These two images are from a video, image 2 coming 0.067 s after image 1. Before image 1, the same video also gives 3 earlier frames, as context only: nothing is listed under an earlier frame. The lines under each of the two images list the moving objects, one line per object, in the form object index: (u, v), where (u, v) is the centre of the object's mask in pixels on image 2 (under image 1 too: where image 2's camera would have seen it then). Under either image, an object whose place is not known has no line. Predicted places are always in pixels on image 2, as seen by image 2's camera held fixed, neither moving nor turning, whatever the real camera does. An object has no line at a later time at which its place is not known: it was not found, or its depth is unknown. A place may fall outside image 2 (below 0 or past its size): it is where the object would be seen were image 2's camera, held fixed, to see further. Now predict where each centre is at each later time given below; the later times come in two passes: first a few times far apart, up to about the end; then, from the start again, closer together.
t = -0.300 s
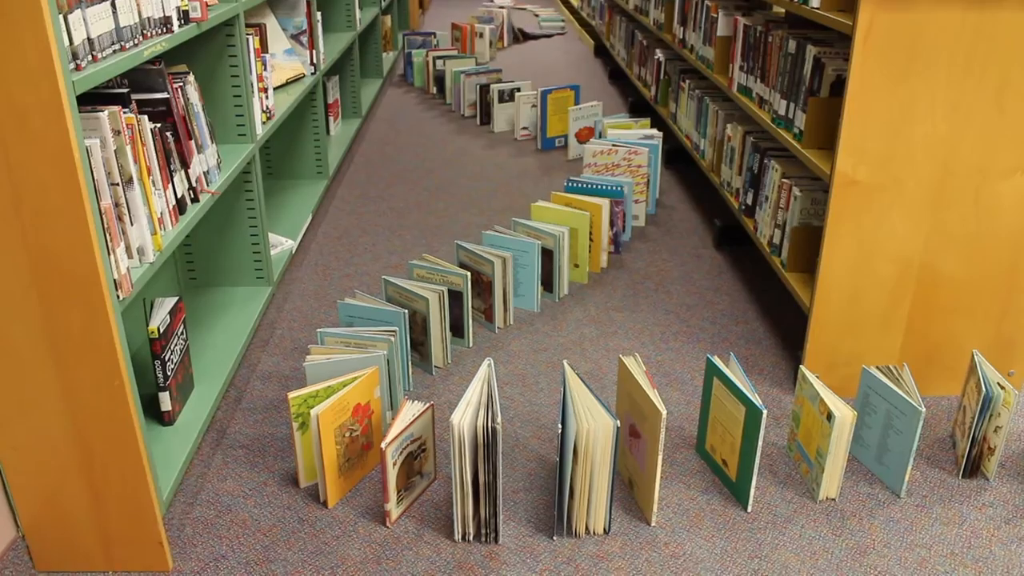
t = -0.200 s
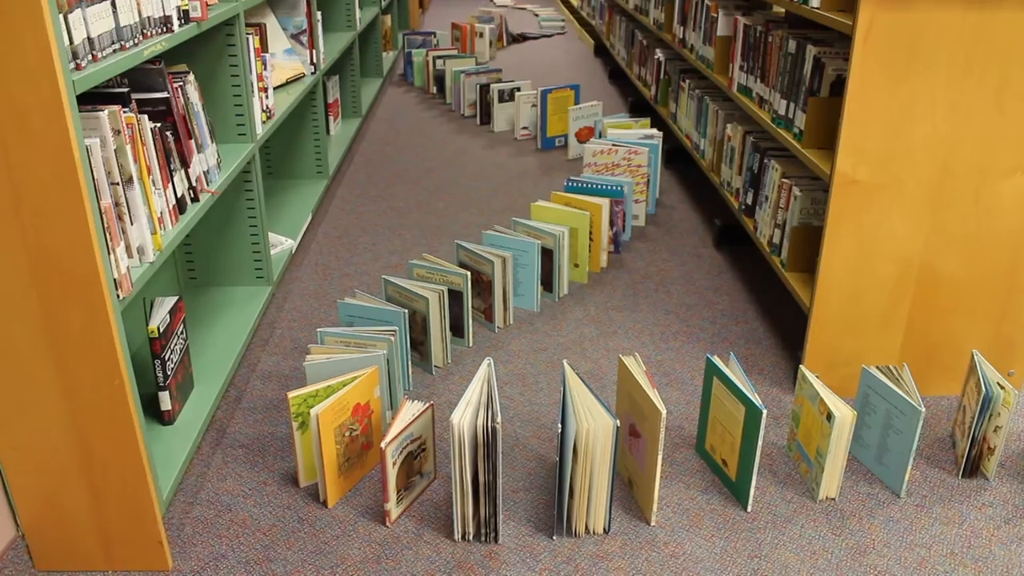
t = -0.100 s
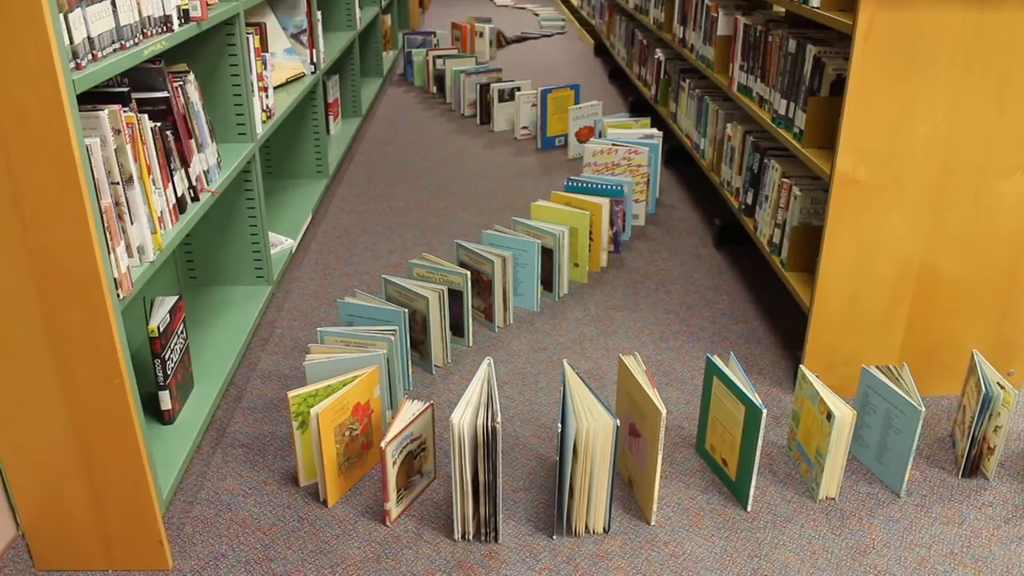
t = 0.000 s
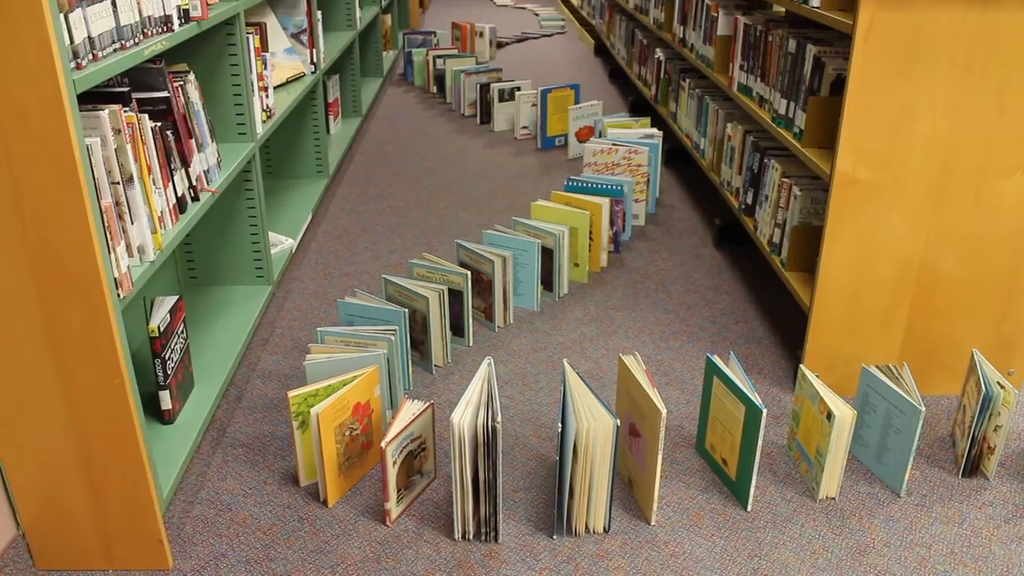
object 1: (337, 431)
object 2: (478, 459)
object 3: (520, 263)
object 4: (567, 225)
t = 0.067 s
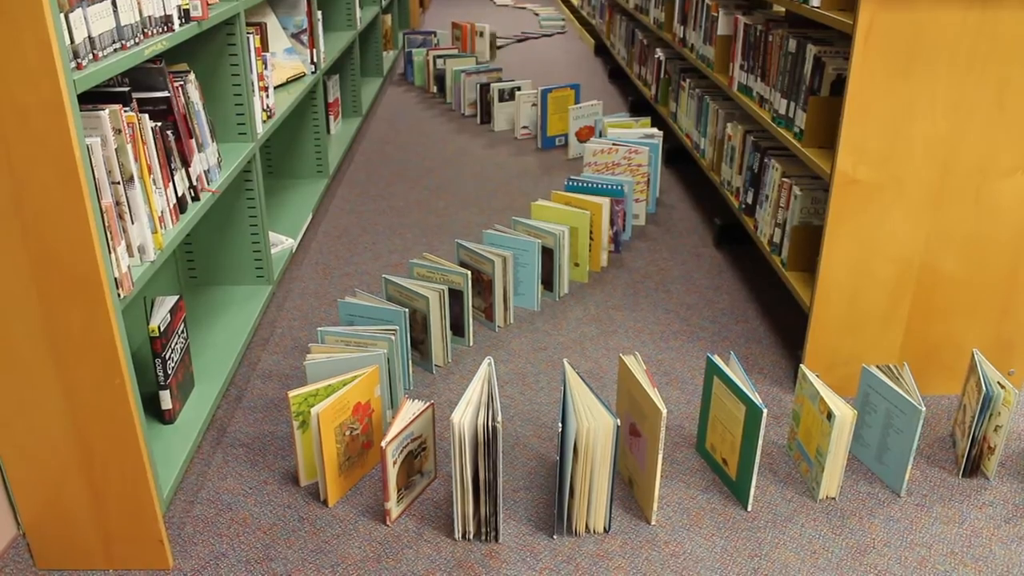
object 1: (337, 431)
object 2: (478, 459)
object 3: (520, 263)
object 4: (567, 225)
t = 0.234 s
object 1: (337, 431)
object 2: (478, 459)
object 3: (520, 263)
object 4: (567, 225)
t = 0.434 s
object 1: (337, 431)
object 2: (478, 459)
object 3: (520, 263)
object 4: (568, 225)
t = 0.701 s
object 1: (337, 431)
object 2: (478, 459)
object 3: (520, 263)
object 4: (566, 224)
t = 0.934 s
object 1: (337, 431)
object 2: (478, 459)
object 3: (520, 263)
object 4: (567, 224)
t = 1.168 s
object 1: (337, 431)
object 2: (478, 459)
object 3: (520, 264)
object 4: (567, 224)
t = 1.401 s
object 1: (337, 431)
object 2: (478, 459)
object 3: (520, 263)
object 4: (567, 224)
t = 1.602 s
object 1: (337, 431)
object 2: (478, 459)
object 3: (520, 263)
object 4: (569, 226)
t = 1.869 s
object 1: (337, 431)
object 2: (478, 459)
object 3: (520, 263)
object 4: (568, 225)
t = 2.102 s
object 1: (337, 431)
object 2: (478, 459)
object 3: (520, 263)
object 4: (567, 224)
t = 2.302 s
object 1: (337, 431)
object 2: (478, 459)
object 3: (520, 263)
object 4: (566, 224)
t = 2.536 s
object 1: (337, 431)
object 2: (478, 459)
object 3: (520, 263)
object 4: (566, 224)
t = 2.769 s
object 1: (337, 431)
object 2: (478, 459)
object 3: (520, 263)
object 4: (567, 225)
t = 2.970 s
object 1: (337, 431)
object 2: (478, 459)
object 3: (520, 263)
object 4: (570, 234)
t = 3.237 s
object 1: (337, 431)
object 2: (478, 459)
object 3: (514, 295)
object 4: (535, 287)
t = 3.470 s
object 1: (337, 431)
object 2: (478, 459)
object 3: (511, 302)
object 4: (536, 290)
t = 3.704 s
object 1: (342, 434)
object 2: (478, 459)
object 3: (511, 303)
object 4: (535, 291)
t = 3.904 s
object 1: (380, 512)
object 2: (479, 458)
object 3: (511, 303)
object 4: (535, 290)
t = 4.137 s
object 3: (511, 302)
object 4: (534, 290)
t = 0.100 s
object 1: (337, 431)
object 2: (478, 459)
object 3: (520, 263)
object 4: (567, 225)
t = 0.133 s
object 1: (337, 431)
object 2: (478, 459)
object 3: (520, 263)
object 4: (568, 225)
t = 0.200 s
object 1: (337, 431)
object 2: (478, 459)
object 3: (520, 263)
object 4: (567, 225)
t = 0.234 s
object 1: (337, 431)
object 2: (478, 459)
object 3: (520, 263)
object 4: (567, 225)
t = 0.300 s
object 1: (337, 431)
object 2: (478, 459)
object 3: (520, 263)
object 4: (568, 225)
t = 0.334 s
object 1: (337, 431)
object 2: (478, 459)
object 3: (520, 263)
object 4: (568, 225)
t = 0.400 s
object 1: (337, 431)
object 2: (478, 459)
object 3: (520, 263)
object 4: (568, 225)
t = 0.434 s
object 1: (337, 431)
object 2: (478, 459)
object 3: (520, 263)
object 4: (568, 225)
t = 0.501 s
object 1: (337, 431)
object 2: (478, 459)
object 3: (520, 263)
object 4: (567, 224)
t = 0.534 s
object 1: (337, 431)
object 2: (478, 459)
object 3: (520, 263)
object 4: (567, 224)
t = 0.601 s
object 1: (337, 431)
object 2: (478, 459)
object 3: (520, 263)
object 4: (566, 224)
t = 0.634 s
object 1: (337, 431)
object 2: (478, 459)
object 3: (520, 263)
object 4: (566, 224)
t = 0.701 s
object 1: (337, 431)
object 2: (478, 459)
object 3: (520, 263)
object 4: (566, 224)
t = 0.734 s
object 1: (337, 431)
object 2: (478, 459)
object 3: (520, 263)
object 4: (567, 224)
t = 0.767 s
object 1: (337, 431)
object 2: (478, 459)
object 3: (520, 263)
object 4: (567, 224)
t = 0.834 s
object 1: (337, 431)
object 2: (478, 459)
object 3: (520, 263)
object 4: (567, 224)
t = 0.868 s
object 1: (337, 431)
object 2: (478, 459)
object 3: (520, 263)
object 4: (567, 224)
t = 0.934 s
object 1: (337, 431)
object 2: (478, 459)
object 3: (520, 263)
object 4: (567, 224)
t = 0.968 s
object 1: (337, 431)
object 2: (478, 458)
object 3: (520, 263)
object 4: (567, 225)
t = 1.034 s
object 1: (337, 431)
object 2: (478, 458)
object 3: (520, 263)
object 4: (567, 224)
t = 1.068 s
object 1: (338, 431)
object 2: (478, 459)
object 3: (520, 263)
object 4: (567, 224)
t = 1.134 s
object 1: (338, 431)
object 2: (478, 459)
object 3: (520, 263)
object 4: (567, 224)
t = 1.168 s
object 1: (337, 431)
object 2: (478, 459)
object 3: (520, 264)
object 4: (567, 224)
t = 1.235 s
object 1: (337, 431)
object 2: (478, 459)
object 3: (520, 263)
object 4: (566, 224)
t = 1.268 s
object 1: (338, 431)
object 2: (478, 459)
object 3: (520, 263)
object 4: (567, 224)
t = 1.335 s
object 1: (337, 431)
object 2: (478, 459)
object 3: (520, 263)
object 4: (567, 224)
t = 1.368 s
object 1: (337, 431)
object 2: (478, 458)
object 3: (520, 263)
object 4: (567, 224)
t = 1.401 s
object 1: (337, 431)
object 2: (478, 459)
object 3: (520, 263)
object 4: (567, 224)
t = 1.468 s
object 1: (337, 431)
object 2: (478, 459)
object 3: (520, 263)
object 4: (568, 225)
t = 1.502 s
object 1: (337, 431)
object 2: (478, 459)
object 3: (520, 263)
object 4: (568, 225)
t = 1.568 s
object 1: (337, 431)
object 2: (478, 459)
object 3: (520, 263)
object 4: (569, 225)
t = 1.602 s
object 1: (337, 431)
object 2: (478, 459)
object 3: (520, 263)
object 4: (569, 226)
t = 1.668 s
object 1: (337, 431)
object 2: (478, 459)
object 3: (520, 263)
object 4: (567, 225)
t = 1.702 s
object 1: (337, 431)
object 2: (478, 459)
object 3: (520, 263)
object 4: (567, 225)
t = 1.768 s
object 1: (337, 431)
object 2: (478, 459)
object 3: (520, 263)
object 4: (567, 225)
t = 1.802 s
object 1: (337, 431)
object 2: (478, 459)
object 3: (520, 263)
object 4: (567, 225)
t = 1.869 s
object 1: (337, 431)
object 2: (478, 459)
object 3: (520, 263)
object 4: (568, 225)
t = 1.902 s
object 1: (337, 431)
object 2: (478, 459)
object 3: (520, 263)
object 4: (569, 225)
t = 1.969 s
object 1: (337, 431)
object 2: (478, 459)
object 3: (520, 263)
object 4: (567, 224)
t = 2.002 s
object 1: (337, 431)
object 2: (478, 459)
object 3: (520, 263)
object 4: (567, 224)
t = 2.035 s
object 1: (337, 431)
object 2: (478, 459)
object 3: (520, 263)
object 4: (567, 224)
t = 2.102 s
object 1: (337, 431)
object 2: (478, 459)
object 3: (520, 263)
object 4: (567, 224)
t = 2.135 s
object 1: (337, 431)
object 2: (478, 459)
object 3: (520, 263)
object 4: (567, 224)
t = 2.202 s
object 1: (337, 431)
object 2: (478, 459)
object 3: (520, 263)
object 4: (566, 224)
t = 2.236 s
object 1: (337, 431)
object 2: (478, 459)
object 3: (520, 263)
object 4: (566, 224)
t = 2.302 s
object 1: (337, 431)
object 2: (478, 459)
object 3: (520, 263)
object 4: (566, 224)
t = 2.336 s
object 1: (337, 431)
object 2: (478, 459)
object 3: (520, 263)
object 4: (566, 224)
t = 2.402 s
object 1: (337, 431)
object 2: (478, 459)
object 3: (520, 263)
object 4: (566, 224)
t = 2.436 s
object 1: (337, 431)
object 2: (478, 459)
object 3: (520, 263)
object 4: (566, 224)
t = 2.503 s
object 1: (337, 431)
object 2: (478, 459)
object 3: (520, 263)
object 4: (566, 224)
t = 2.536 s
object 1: (337, 431)
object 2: (478, 459)
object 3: (520, 263)
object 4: (566, 224)
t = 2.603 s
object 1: (337, 431)
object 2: (478, 459)
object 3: (520, 263)
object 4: (566, 224)
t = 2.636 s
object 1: (337, 431)
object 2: (478, 459)
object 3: (520, 263)
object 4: (566, 224)
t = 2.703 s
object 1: (337, 431)
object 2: (478, 459)
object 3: (520, 263)
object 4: (568, 225)
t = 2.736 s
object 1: (337, 431)
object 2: (478, 459)
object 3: (520, 263)
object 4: (568, 225)
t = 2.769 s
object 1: (337, 431)
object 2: (478, 459)
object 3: (520, 263)
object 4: (567, 225)
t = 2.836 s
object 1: (337, 431)
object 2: (478, 459)
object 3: (520, 263)
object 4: (567, 225)
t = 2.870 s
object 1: (337, 431)
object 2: (478, 459)
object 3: (520, 263)
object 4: (567, 225)
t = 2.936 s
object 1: (337, 431)
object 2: (478, 459)
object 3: (520, 263)
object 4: (568, 226)
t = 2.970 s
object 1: (337, 431)
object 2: (478, 459)
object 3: (520, 263)
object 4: (570, 234)
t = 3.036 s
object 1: (337, 431)
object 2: (478, 459)
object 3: (520, 263)
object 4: (573, 258)
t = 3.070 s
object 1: (337, 431)
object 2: (478, 459)
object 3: (521, 265)
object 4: (568, 269)
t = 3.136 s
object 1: (337, 431)
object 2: (478, 459)
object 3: (523, 291)
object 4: (553, 276)
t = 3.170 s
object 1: (337, 431)
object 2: (478, 459)
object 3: (519, 294)
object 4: (541, 283)
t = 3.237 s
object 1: (337, 431)
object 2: (478, 459)
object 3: (514, 295)
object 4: (535, 287)
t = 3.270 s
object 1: (337, 431)
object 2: (478, 459)
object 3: (513, 296)
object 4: (536, 288)
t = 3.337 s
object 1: (337, 431)
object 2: (478, 459)
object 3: (512, 300)
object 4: (536, 289)
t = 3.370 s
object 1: (337, 431)
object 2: (478, 458)
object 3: (512, 300)
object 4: (536, 290)
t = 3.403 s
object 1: (337, 431)
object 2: (478, 458)
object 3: (511, 301)
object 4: (536, 290)
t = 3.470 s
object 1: (337, 431)
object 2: (478, 459)
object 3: (511, 302)
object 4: (536, 290)
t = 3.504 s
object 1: (337, 431)
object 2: (478, 458)
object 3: (511, 302)
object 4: (536, 290)
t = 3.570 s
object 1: (337, 431)
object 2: (478, 459)
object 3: (511, 303)
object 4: (535, 291)
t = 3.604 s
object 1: (337, 431)
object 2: (478, 458)
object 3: (511, 303)
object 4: (535, 291)
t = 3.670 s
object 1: (339, 433)
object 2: (478, 459)
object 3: (511, 303)
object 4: (535, 291)
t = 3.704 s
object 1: (342, 434)
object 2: (478, 459)
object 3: (511, 303)
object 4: (535, 291)
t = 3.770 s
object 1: (351, 446)
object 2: (478, 459)
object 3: (511, 303)
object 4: (535, 291)
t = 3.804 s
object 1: (356, 453)
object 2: (478, 459)
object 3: (511, 303)
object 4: (534, 290)
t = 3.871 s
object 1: (364, 473)
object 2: (478, 459)
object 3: (511, 303)
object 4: (535, 290)
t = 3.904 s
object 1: (380, 512)
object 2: (479, 458)
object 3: (511, 303)
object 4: (535, 290)
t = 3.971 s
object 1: (380, 529)
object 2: (498, 451)
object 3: (511, 303)
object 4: (535, 290)
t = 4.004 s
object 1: (379, 528)
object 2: (509, 446)
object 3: (511, 303)
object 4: (535, 290)
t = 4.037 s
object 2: (518, 446)
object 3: (511, 303)
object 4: (535, 290)
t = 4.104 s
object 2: (533, 456)
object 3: (511, 303)
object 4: (535, 290)
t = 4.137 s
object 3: (511, 302)
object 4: (534, 290)
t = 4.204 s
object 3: (511, 302)
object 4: (535, 290)
